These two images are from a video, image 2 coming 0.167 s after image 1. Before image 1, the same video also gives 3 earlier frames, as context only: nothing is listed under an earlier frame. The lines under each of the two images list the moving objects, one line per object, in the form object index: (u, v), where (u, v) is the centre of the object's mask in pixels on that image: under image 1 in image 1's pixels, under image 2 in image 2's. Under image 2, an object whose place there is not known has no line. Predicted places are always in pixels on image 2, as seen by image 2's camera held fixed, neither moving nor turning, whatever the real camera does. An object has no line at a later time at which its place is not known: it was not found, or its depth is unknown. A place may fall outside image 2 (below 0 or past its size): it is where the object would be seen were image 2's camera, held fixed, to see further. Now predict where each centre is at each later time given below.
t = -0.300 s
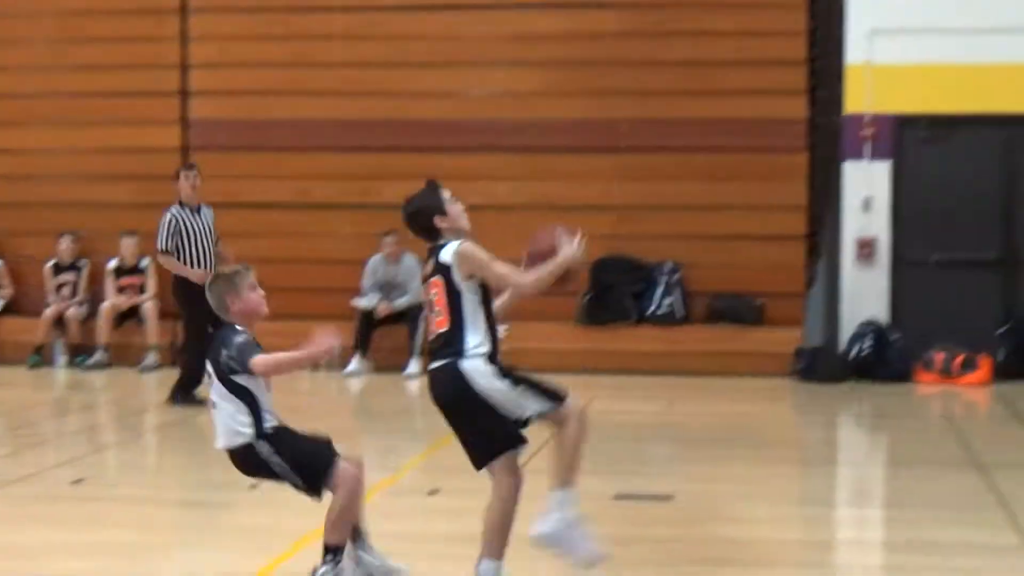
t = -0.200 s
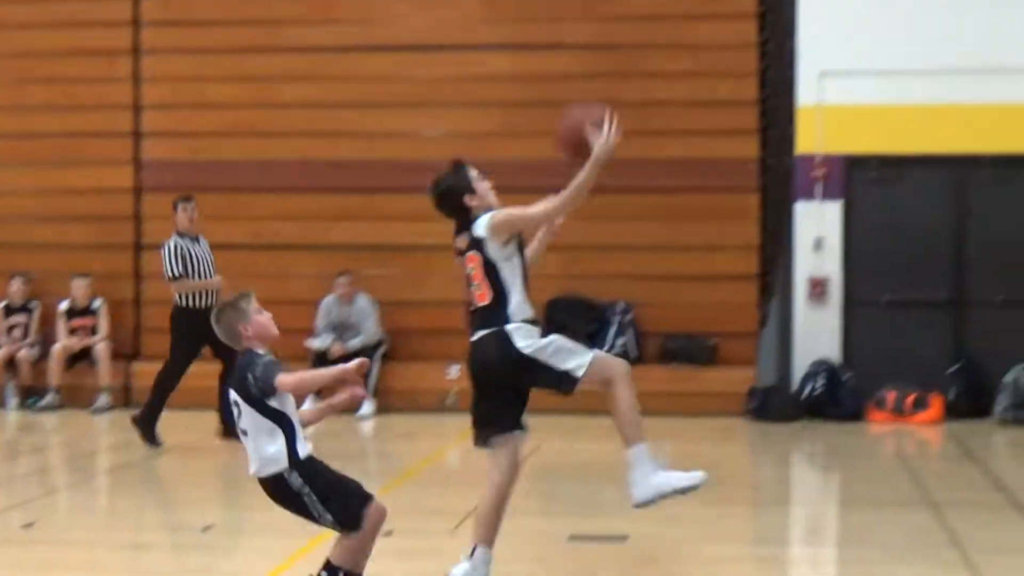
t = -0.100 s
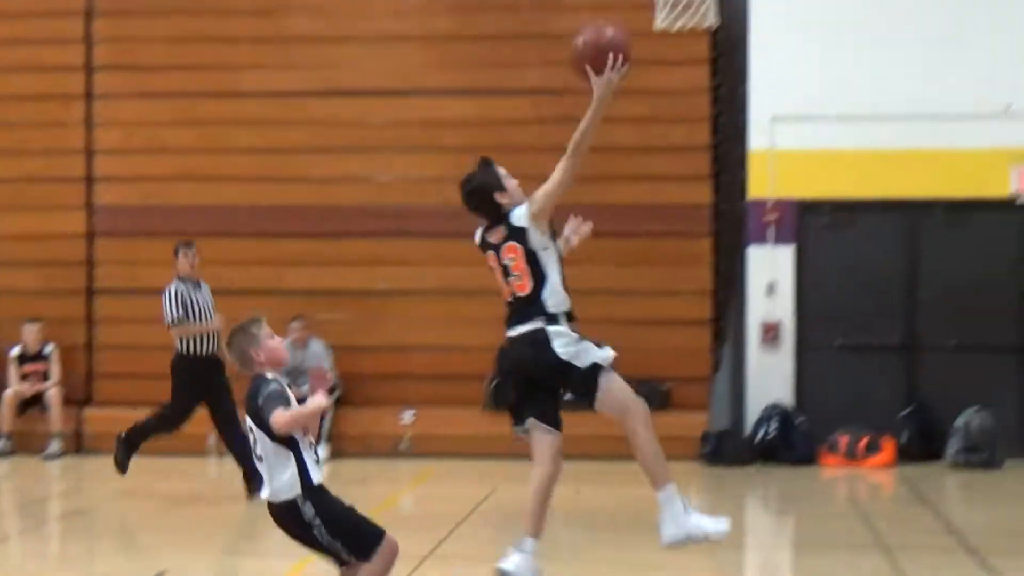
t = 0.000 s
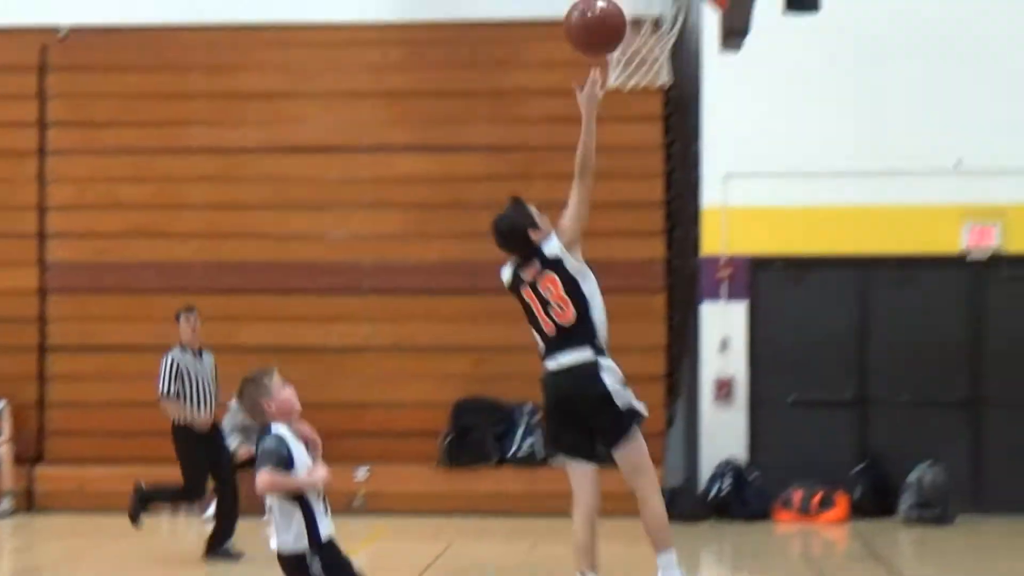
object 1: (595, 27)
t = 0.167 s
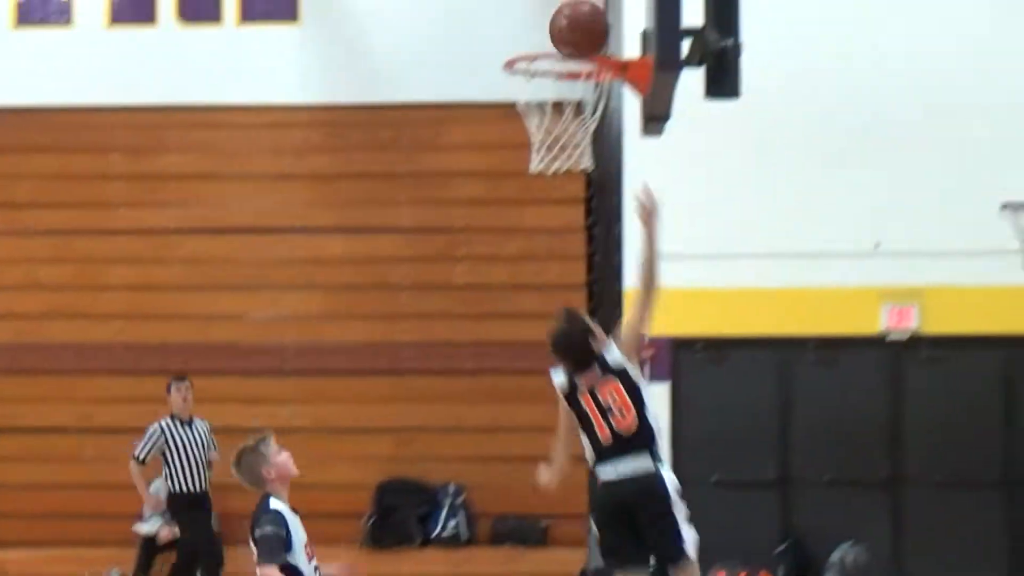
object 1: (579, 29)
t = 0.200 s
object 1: (592, 21)
